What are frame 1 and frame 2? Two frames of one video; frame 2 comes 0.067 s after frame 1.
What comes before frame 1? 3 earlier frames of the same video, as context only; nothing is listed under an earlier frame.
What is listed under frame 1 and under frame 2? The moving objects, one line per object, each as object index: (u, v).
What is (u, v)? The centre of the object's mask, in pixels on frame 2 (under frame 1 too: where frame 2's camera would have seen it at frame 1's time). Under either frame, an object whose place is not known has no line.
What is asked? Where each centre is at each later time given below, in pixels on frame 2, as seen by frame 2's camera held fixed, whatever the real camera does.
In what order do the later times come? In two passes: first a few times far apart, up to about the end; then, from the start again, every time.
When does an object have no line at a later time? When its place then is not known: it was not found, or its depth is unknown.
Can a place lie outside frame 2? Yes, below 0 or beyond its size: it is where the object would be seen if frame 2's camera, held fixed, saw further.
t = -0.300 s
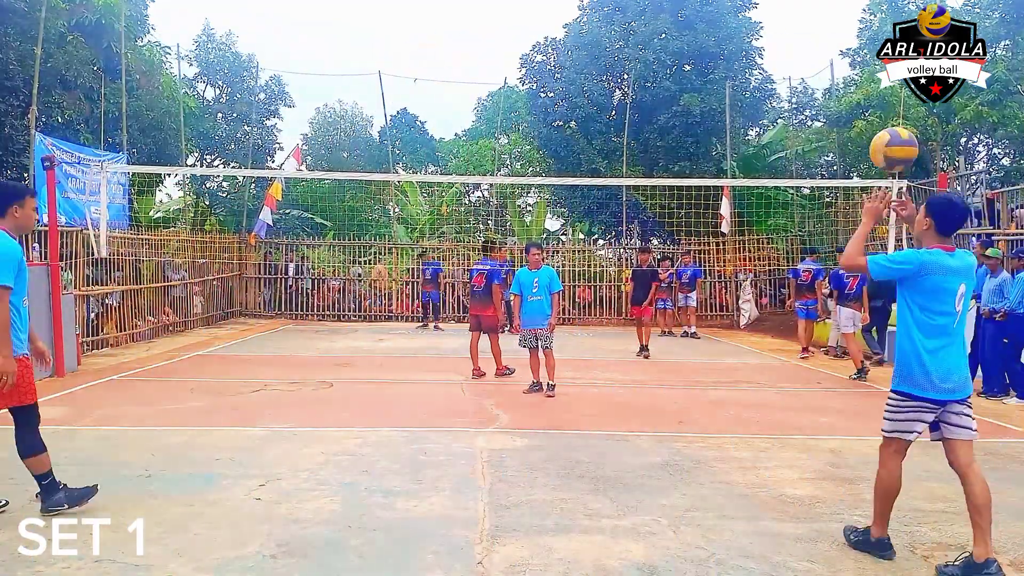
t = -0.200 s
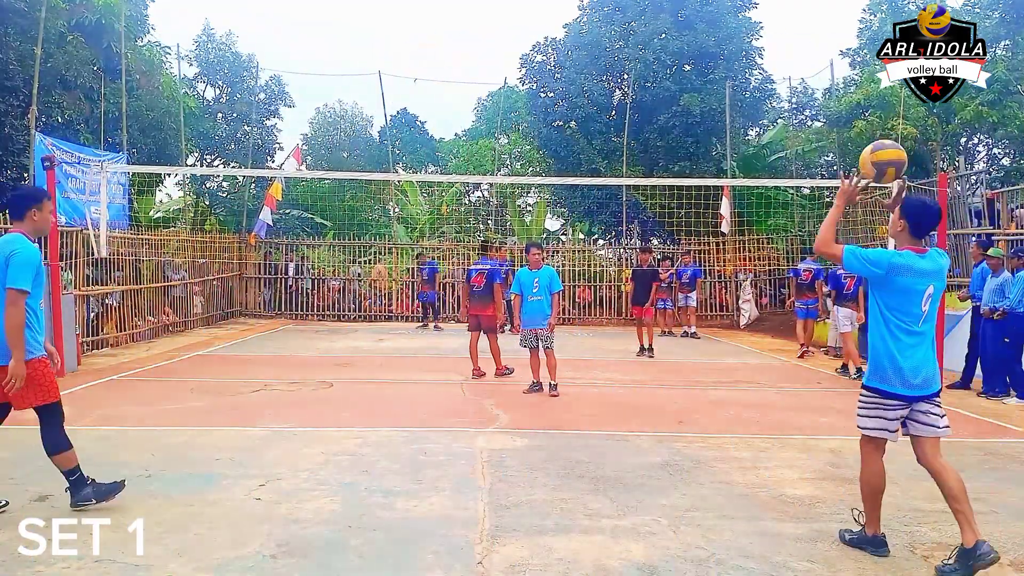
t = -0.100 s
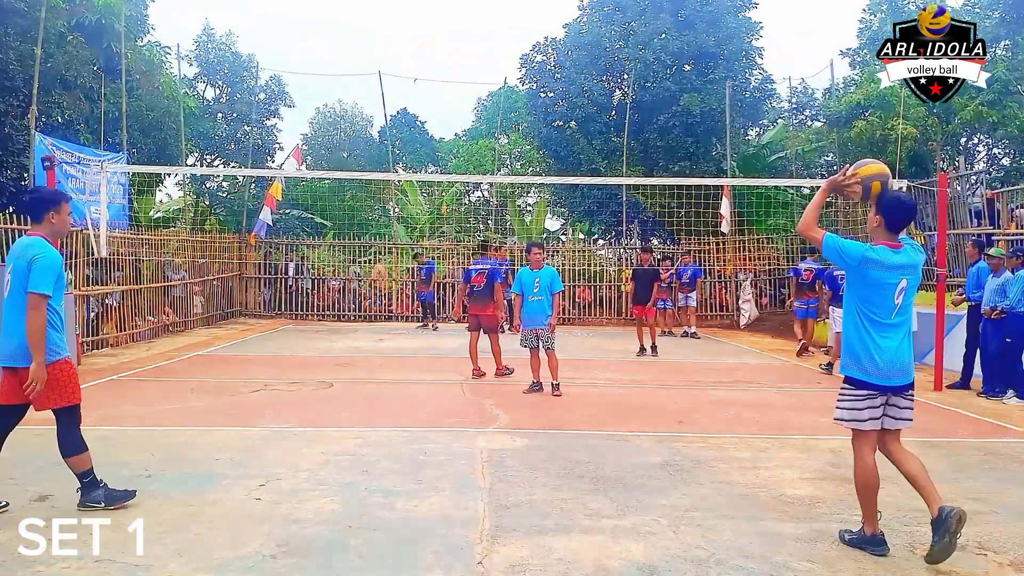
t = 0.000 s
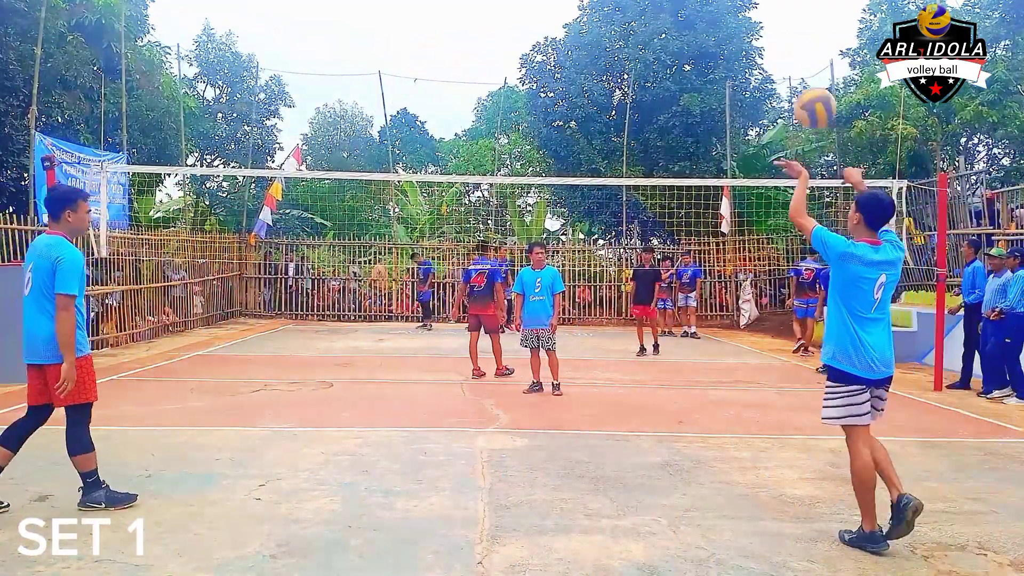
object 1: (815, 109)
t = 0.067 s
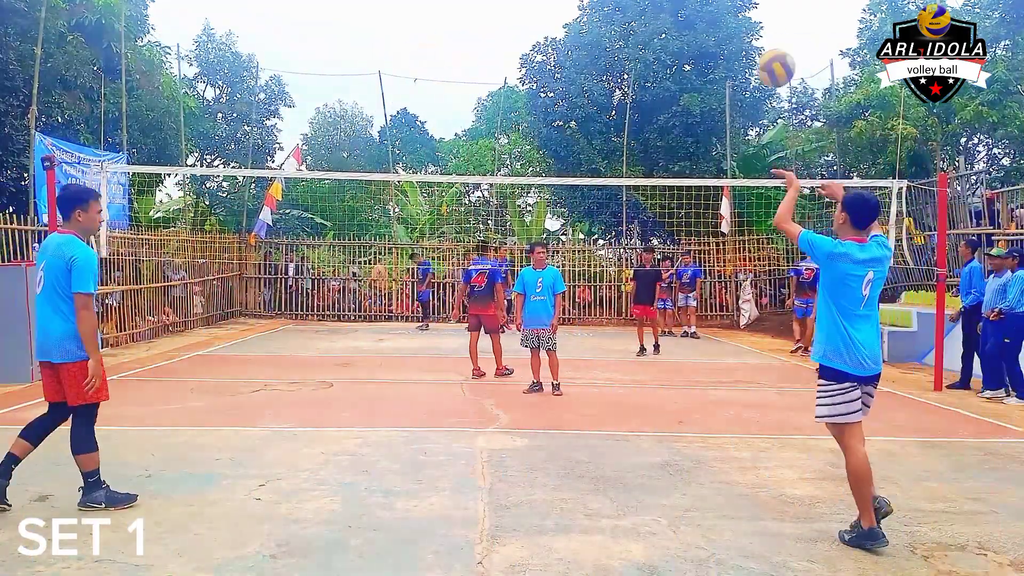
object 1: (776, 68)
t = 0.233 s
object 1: (699, 22)
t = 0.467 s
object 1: (626, 39)
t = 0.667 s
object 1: (580, 99)
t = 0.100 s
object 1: (758, 53)
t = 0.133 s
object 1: (741, 41)
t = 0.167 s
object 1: (726, 33)
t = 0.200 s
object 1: (712, 26)
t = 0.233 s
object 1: (699, 22)
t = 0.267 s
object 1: (687, 20)
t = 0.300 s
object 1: (675, 19)
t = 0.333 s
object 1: (664, 20)
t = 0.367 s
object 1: (653, 23)
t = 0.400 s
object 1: (643, 27)
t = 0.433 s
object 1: (634, 32)
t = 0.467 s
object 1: (626, 39)
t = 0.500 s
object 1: (617, 46)
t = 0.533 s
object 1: (609, 55)
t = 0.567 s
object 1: (601, 65)
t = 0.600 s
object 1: (593, 75)
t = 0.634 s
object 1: (587, 87)
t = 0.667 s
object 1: (580, 99)
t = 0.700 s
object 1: (574, 112)
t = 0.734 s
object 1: (567, 125)
